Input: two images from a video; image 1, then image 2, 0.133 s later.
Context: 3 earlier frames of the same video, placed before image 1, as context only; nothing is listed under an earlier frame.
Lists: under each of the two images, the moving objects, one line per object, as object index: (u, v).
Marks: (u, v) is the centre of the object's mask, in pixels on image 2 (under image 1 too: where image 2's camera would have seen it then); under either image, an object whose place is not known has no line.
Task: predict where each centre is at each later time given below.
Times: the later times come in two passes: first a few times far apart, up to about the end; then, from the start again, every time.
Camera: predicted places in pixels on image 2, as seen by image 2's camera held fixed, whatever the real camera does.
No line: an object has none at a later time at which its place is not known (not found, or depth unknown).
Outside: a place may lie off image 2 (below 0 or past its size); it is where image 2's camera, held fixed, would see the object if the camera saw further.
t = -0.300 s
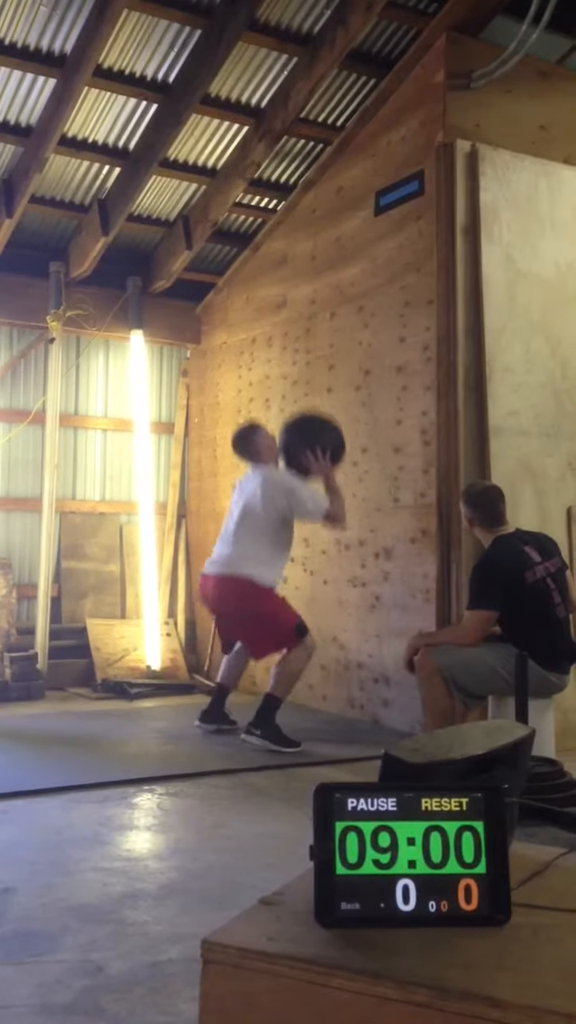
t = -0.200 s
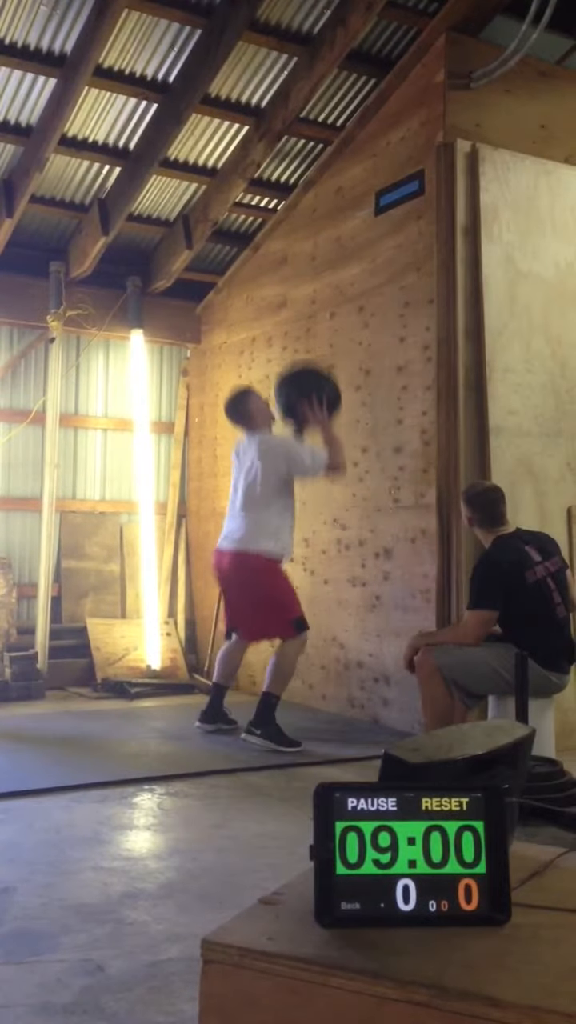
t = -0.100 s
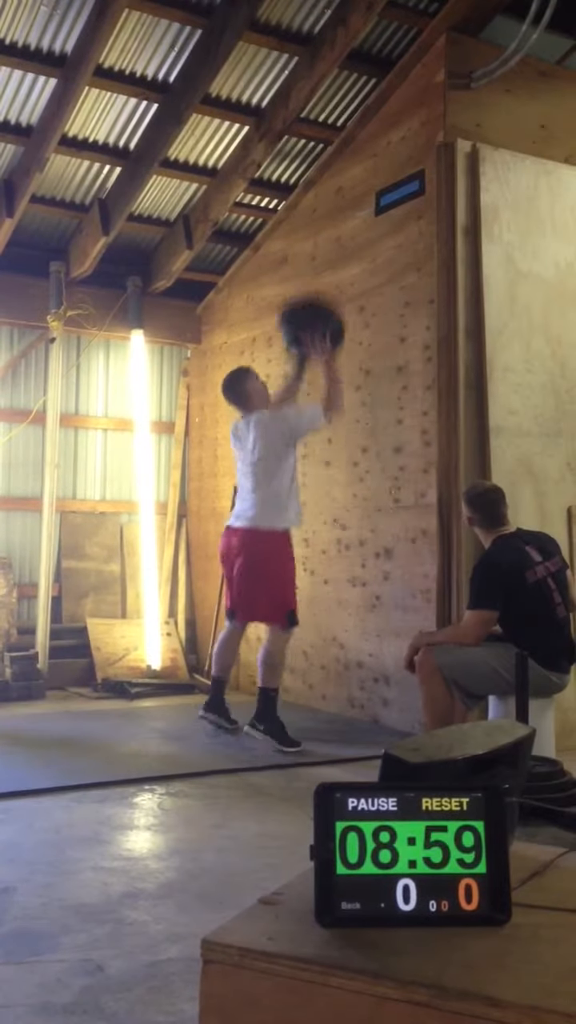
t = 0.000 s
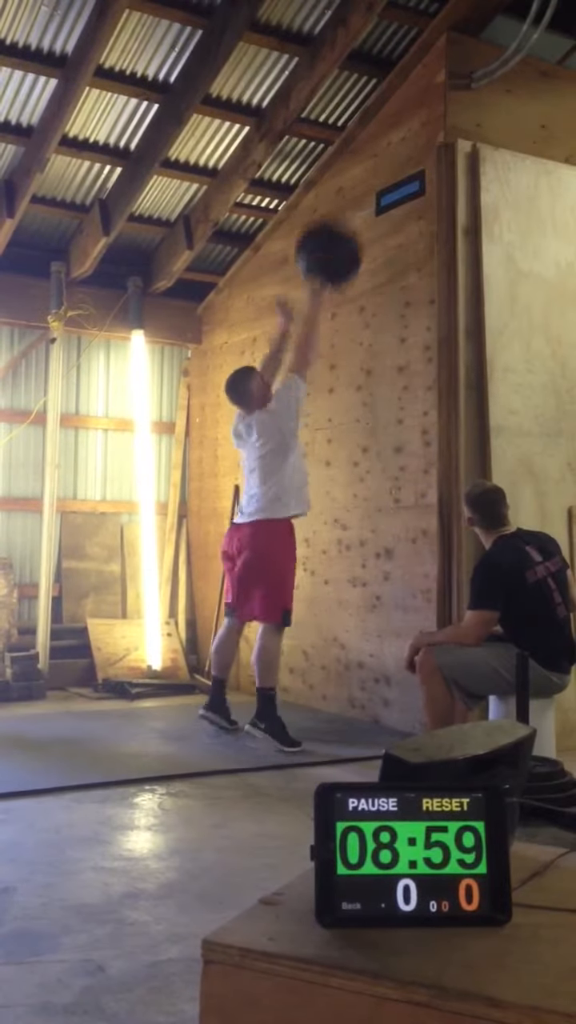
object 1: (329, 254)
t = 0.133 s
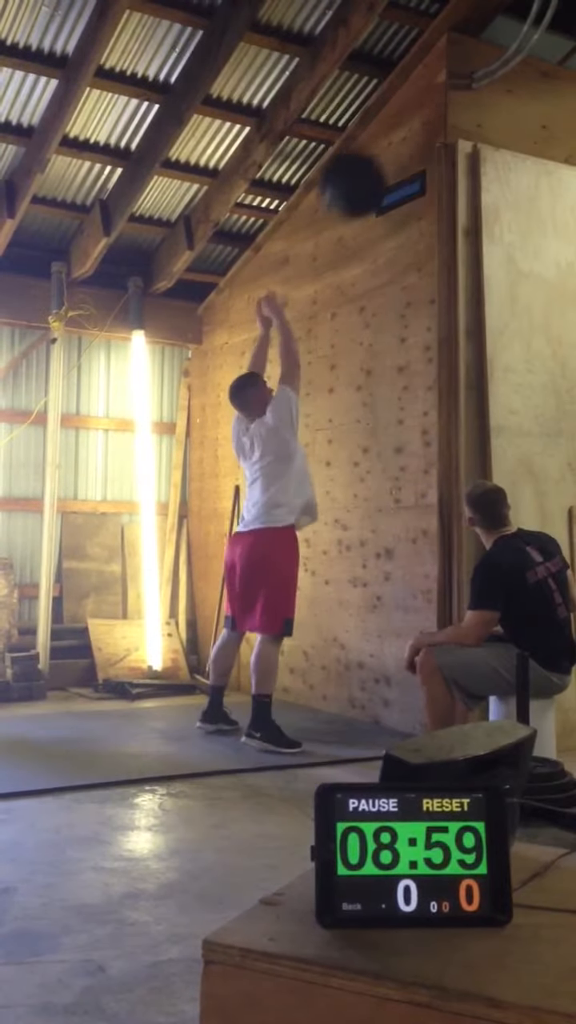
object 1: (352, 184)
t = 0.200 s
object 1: (363, 162)
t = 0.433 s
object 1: (376, 142)
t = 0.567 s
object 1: (360, 170)
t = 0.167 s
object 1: (359, 171)
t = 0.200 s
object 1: (363, 162)
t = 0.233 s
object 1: (370, 153)
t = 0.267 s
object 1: (378, 146)
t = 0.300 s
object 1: (384, 142)
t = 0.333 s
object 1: (385, 140)
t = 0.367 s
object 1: (384, 138)
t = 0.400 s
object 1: (382, 139)
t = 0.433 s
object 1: (376, 142)
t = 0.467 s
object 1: (370, 145)
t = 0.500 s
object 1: (367, 152)
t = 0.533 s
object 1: (363, 159)
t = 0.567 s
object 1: (360, 170)
